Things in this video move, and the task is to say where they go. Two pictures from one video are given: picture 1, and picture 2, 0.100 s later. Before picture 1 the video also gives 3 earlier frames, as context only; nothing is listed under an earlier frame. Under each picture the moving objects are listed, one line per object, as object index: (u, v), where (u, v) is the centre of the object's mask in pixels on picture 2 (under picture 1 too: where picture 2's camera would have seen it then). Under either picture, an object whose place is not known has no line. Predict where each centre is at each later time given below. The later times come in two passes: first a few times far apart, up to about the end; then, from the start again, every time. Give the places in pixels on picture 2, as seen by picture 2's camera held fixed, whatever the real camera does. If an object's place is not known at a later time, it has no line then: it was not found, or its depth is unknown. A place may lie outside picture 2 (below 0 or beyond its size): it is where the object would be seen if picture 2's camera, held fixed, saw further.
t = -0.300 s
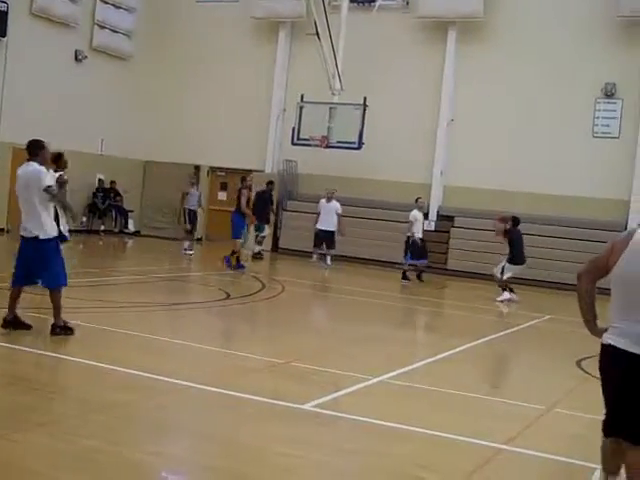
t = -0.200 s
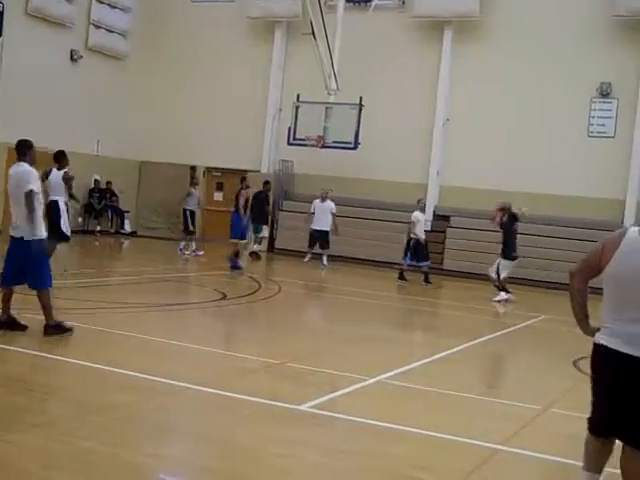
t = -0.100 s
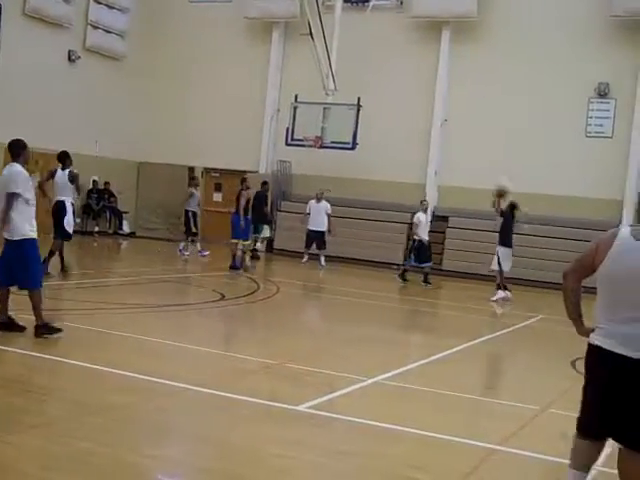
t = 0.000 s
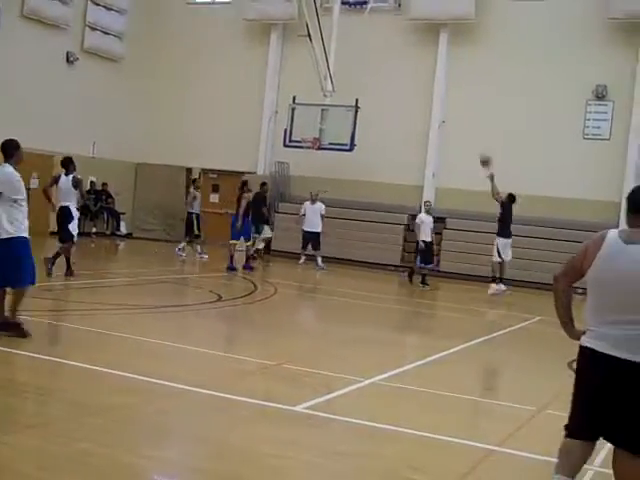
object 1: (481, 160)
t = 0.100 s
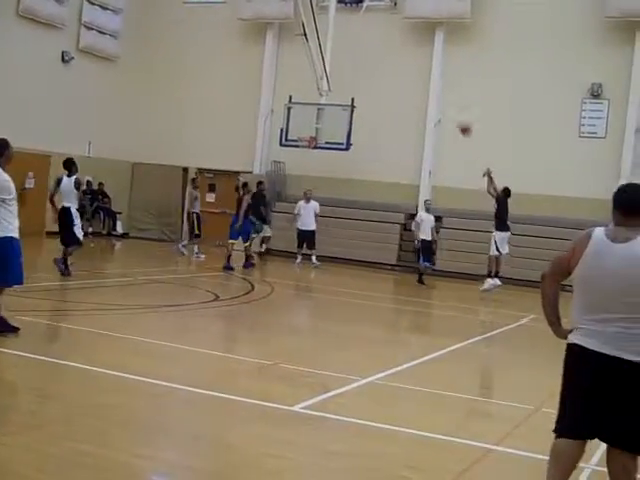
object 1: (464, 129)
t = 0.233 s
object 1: (444, 99)
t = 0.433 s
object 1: (413, 71)
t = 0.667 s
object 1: (379, 65)
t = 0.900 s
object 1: (346, 81)
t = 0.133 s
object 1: (459, 120)
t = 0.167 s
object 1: (454, 112)
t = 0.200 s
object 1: (449, 105)
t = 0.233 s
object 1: (444, 99)
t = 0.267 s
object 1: (439, 92)
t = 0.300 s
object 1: (433, 87)
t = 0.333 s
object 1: (428, 82)
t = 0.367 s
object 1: (423, 78)
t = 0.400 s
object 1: (418, 74)
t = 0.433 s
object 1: (413, 71)
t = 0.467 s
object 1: (408, 69)
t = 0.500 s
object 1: (403, 67)
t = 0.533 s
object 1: (398, 66)
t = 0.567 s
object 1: (393, 65)
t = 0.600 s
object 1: (388, 64)
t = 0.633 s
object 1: (383, 64)
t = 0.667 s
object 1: (379, 65)
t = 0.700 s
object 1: (374, 66)
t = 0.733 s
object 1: (369, 67)
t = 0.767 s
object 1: (365, 69)
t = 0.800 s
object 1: (360, 71)
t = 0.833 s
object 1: (356, 74)
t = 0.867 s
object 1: (351, 78)
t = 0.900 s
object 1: (346, 81)
